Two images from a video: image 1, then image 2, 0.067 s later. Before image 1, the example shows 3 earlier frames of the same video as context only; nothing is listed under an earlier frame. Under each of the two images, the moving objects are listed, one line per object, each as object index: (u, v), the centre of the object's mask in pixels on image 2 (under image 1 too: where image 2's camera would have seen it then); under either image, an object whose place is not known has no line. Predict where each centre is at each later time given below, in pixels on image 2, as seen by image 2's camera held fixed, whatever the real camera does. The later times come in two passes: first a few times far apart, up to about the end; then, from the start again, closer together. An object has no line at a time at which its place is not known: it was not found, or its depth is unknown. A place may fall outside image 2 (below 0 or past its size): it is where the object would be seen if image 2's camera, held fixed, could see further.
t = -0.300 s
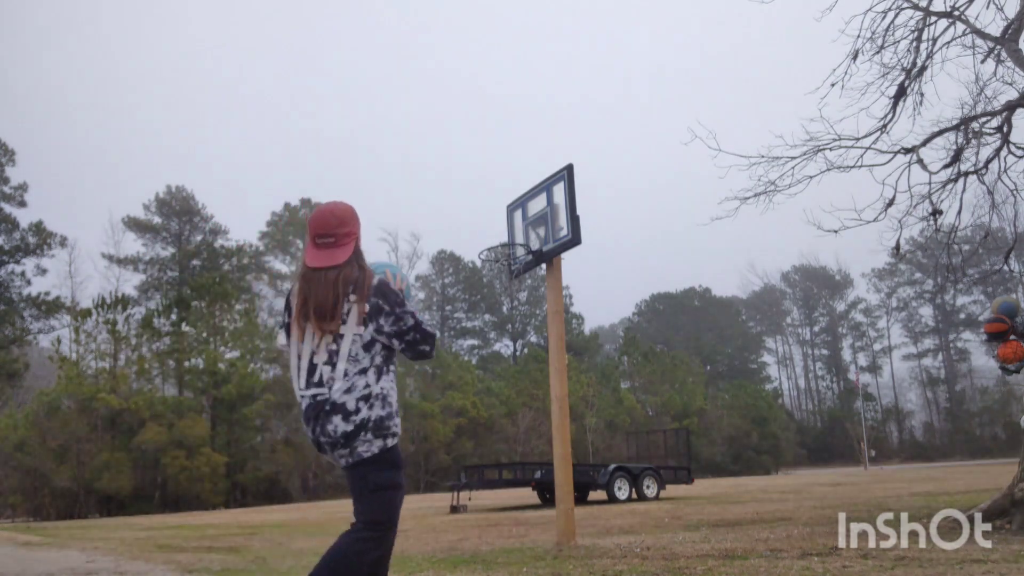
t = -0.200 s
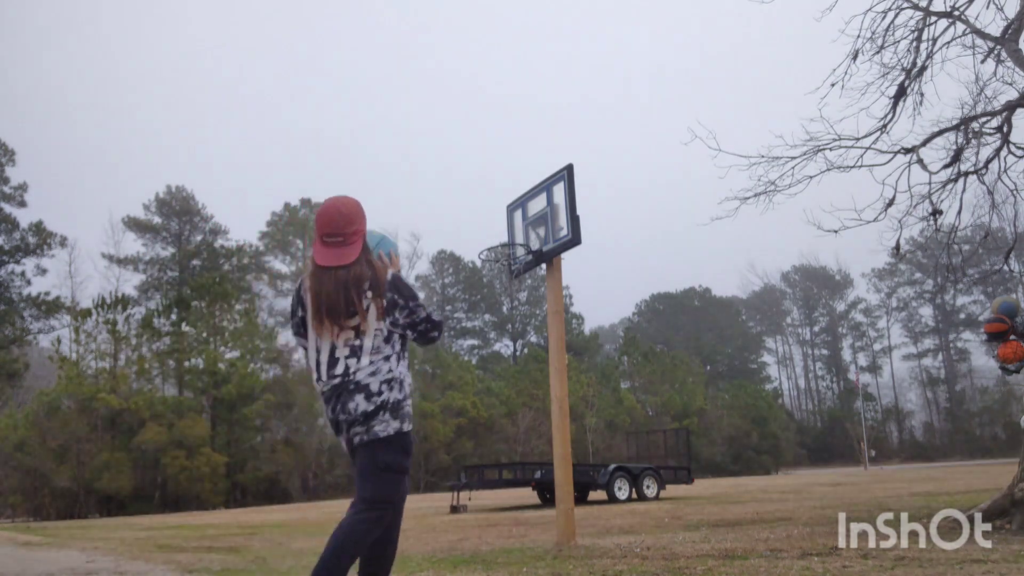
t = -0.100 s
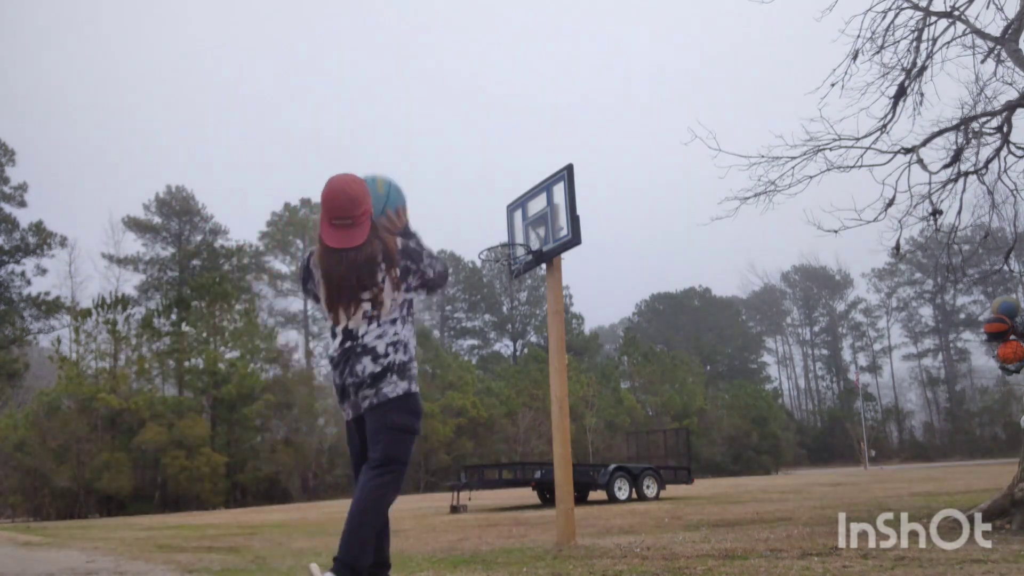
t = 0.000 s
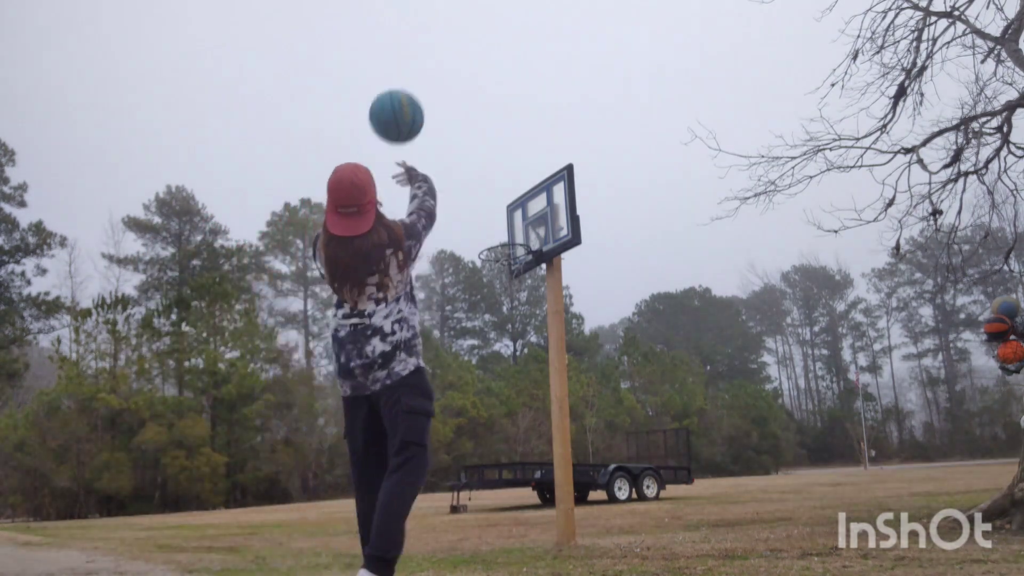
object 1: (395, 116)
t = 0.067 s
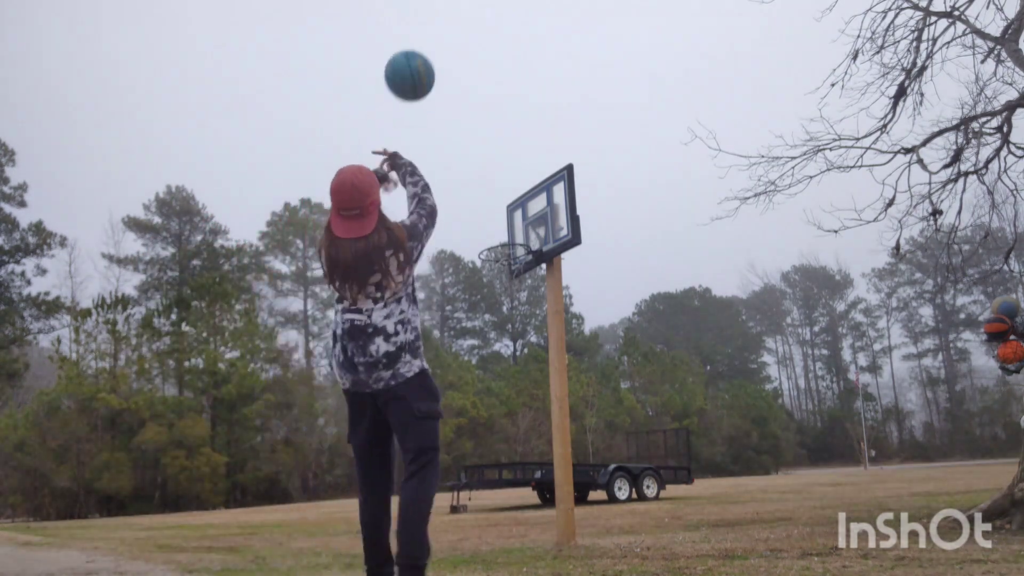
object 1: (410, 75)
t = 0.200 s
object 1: (431, 32)
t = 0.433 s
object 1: (459, 35)
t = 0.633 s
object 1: (478, 90)
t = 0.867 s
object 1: (497, 195)
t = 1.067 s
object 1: (499, 224)
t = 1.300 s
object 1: (492, 247)
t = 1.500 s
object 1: (491, 305)
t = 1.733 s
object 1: (490, 421)
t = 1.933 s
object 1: (491, 523)
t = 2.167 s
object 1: (490, 445)
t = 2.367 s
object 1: (490, 424)
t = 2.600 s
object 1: (492, 443)
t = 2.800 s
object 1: (495, 497)
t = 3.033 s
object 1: (499, 499)
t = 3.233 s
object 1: (503, 489)
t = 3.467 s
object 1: (509, 517)
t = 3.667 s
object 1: (513, 507)
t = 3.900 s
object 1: (520, 520)
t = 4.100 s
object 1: (523, 518)
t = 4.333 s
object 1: (527, 517)
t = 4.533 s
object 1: (531, 517)
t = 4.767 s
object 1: (534, 517)
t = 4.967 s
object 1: (537, 516)
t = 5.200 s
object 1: (539, 515)
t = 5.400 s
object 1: (541, 514)
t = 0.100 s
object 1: (416, 60)
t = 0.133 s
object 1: (421, 48)
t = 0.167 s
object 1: (425, 38)
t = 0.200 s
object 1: (431, 32)
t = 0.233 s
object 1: (435, 27)
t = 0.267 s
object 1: (439, 24)
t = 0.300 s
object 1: (445, 23)
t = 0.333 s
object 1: (449, 24)
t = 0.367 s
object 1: (452, 26)
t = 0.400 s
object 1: (456, 30)
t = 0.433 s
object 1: (459, 35)
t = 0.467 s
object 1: (463, 42)
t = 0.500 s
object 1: (466, 49)
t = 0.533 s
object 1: (469, 58)
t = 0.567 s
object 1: (472, 68)
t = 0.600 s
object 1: (475, 78)
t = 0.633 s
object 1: (478, 90)
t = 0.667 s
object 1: (481, 103)
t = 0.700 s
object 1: (484, 116)
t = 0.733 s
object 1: (486, 130)
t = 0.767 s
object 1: (489, 145)
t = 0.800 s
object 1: (492, 161)
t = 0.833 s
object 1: (495, 177)
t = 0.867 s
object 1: (497, 195)
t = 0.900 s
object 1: (500, 212)
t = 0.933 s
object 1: (503, 231)
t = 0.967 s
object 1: (502, 231)
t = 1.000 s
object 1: (501, 227)
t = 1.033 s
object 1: (499, 225)
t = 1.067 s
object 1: (499, 224)
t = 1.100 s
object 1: (497, 224)
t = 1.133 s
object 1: (497, 225)
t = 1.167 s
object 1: (496, 227)
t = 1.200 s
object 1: (495, 230)
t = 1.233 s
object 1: (495, 235)
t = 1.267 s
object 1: (494, 239)
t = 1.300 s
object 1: (492, 247)
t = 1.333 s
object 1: (491, 253)
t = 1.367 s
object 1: (492, 261)
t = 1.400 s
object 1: (491, 272)
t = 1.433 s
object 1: (491, 281)
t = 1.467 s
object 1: (491, 294)
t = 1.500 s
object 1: (491, 305)
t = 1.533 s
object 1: (491, 319)
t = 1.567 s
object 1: (491, 333)
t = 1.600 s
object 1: (490, 349)
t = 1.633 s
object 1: (490, 365)
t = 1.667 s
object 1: (490, 383)
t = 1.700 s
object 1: (490, 402)
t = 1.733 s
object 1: (490, 421)
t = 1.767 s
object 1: (491, 442)
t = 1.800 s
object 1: (491, 464)
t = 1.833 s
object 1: (490, 487)
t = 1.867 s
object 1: (490, 512)
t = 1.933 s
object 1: (491, 523)
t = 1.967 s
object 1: (490, 508)
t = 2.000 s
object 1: (490, 494)
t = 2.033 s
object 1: (490, 481)
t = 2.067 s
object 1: (490, 471)
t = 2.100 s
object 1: (489, 461)
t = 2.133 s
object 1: (490, 452)
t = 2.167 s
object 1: (490, 445)
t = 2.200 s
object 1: (489, 438)
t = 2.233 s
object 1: (490, 434)
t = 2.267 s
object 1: (490, 430)
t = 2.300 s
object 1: (490, 427)
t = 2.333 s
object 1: (490, 425)
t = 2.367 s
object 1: (490, 424)
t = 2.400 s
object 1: (490, 424)
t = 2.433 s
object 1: (490, 425)
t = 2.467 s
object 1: (491, 426)
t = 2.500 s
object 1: (491, 429)
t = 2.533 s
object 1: (491, 432)
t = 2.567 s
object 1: (491, 437)
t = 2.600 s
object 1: (492, 443)
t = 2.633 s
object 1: (492, 450)
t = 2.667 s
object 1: (492, 457)
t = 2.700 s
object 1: (493, 466)
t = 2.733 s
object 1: (493, 475)
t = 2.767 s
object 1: (494, 485)
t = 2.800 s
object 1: (495, 497)
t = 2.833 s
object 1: (495, 509)
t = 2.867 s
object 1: (495, 522)
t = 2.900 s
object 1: (496, 525)
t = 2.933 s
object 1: (496, 517)
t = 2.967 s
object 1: (497, 510)
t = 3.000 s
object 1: (498, 504)
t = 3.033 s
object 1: (499, 499)
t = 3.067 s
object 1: (499, 495)
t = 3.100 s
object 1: (500, 492)
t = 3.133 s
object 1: (500, 489)
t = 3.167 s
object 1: (501, 488)
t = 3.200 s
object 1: (502, 488)
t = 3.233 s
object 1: (503, 489)
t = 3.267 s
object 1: (504, 490)
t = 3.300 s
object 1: (505, 493)
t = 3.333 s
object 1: (505, 496)
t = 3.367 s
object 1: (507, 500)
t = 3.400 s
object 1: (507, 505)
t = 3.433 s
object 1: (508, 511)
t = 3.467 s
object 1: (509, 517)
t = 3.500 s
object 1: (510, 523)
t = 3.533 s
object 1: (510, 518)
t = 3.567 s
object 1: (511, 514)
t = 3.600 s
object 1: (512, 511)
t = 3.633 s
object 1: (512, 508)
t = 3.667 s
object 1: (513, 507)
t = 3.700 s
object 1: (514, 507)
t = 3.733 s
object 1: (515, 507)
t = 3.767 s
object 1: (516, 508)
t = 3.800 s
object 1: (516, 509)
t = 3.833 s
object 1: (518, 513)
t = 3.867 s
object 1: (519, 516)
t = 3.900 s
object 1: (520, 520)
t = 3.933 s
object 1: (520, 519)
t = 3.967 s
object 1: (521, 518)
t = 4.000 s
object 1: (521, 516)
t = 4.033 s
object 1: (521, 516)
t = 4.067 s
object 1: (522, 517)
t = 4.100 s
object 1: (523, 518)
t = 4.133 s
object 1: (522, 518)
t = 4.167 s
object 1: (524, 518)
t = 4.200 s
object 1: (524, 518)
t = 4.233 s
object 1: (525, 518)
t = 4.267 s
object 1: (526, 518)
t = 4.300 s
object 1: (526, 518)
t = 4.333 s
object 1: (527, 517)
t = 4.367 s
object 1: (527, 517)
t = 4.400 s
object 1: (529, 517)
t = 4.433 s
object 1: (529, 518)
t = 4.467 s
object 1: (530, 518)
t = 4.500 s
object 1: (530, 518)
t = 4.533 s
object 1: (531, 517)
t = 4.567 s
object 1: (531, 517)
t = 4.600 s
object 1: (532, 517)
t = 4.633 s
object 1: (532, 517)
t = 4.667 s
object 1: (533, 517)
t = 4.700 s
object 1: (533, 517)
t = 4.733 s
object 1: (534, 517)
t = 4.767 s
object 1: (534, 517)
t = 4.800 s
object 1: (535, 517)
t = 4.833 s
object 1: (535, 517)
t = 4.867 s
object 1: (536, 517)
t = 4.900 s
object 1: (536, 517)
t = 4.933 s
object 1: (537, 516)
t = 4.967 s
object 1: (537, 516)
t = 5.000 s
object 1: (537, 516)
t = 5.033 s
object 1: (538, 516)
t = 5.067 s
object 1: (538, 516)
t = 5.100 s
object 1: (538, 515)
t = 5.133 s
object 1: (538, 515)
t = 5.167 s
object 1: (538, 515)
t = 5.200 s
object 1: (539, 515)
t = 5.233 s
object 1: (539, 515)
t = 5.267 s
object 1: (539, 515)
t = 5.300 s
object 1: (540, 514)
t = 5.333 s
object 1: (540, 514)
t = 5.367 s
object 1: (540, 514)
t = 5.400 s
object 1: (541, 514)
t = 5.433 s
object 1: (541, 514)
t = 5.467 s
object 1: (541, 514)
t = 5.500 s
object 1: (541, 514)
